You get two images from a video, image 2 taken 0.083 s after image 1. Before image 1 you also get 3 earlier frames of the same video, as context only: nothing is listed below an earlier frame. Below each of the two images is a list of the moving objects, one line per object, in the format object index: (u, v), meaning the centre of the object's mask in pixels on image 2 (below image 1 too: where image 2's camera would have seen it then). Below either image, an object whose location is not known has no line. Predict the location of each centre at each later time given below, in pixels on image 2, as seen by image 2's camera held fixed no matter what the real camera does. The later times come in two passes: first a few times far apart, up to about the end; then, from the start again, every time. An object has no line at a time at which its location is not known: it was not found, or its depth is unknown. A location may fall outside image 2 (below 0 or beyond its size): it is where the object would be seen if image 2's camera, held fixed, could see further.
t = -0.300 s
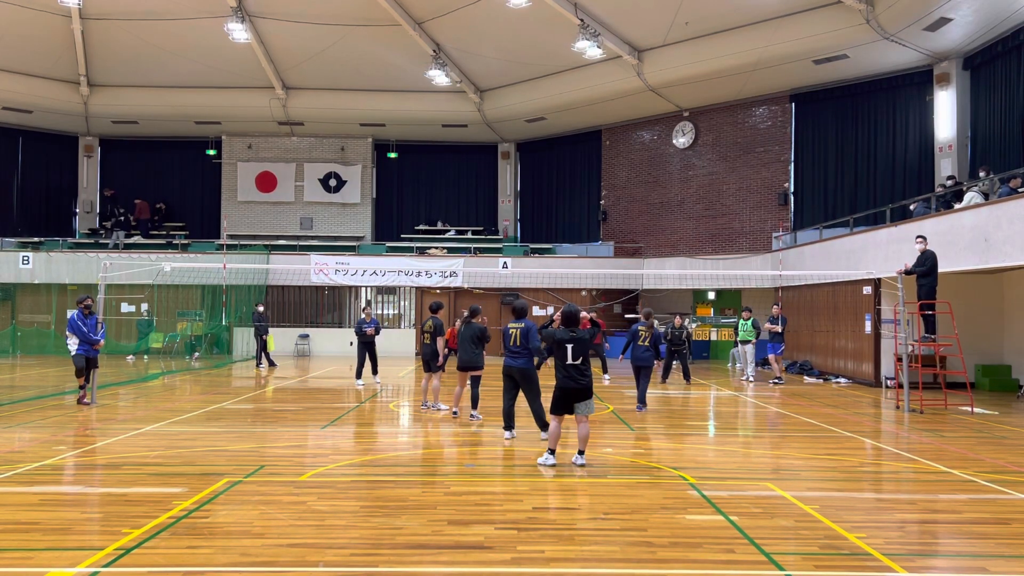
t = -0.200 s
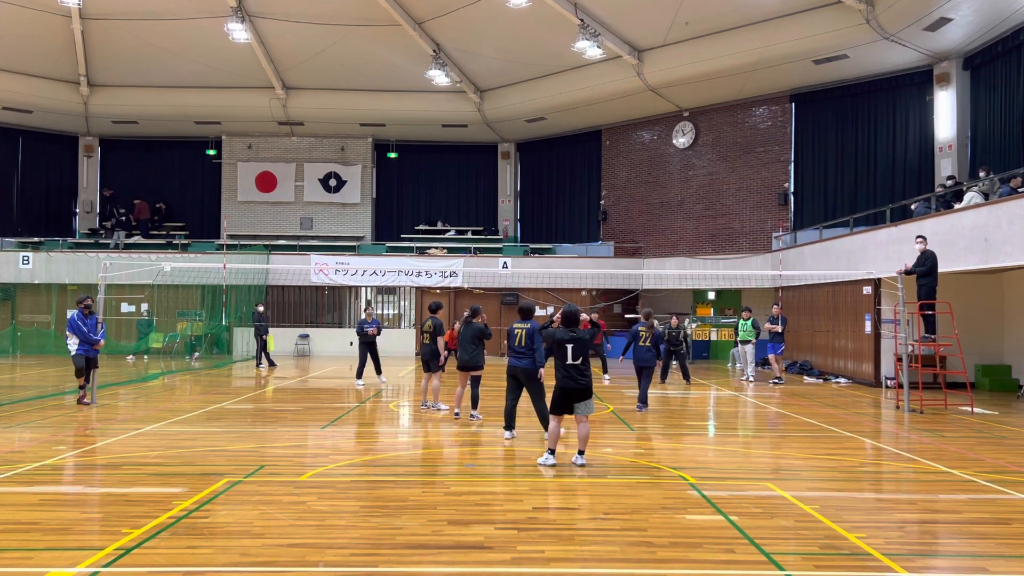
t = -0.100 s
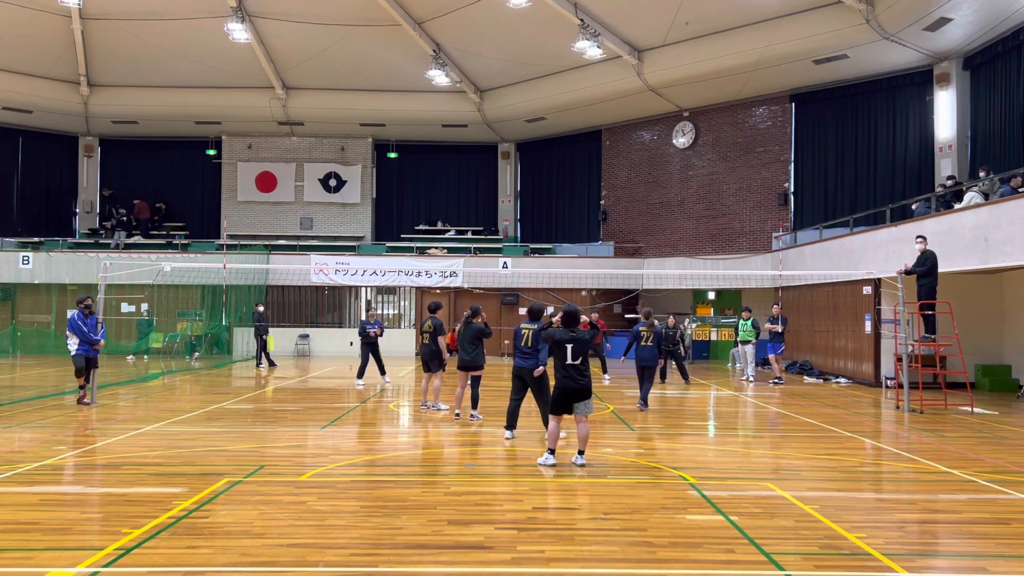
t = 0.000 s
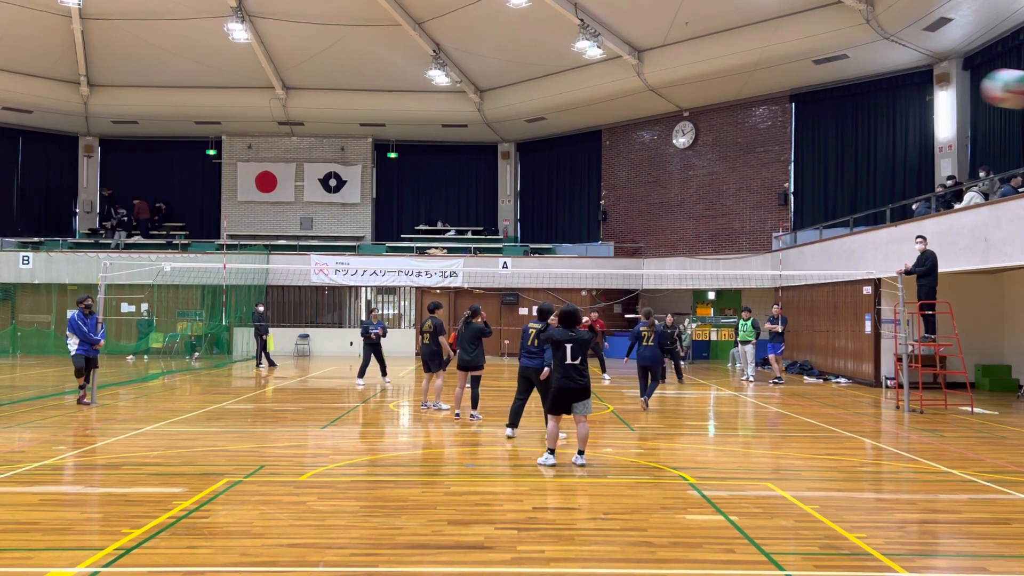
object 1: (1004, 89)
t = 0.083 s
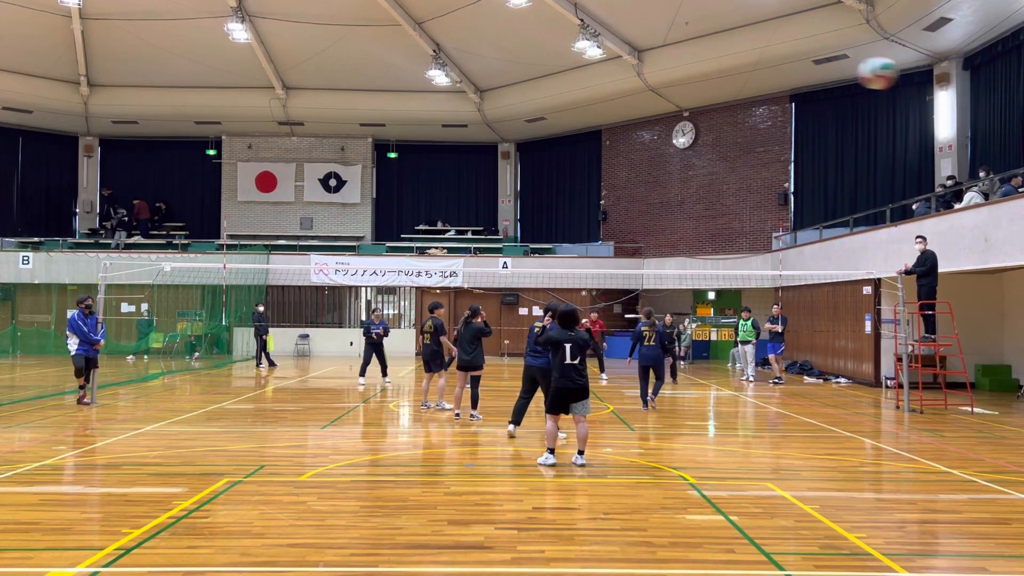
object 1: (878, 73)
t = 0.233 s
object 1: (731, 69)
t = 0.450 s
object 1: (609, 98)
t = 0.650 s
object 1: (540, 138)
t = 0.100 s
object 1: (857, 71)
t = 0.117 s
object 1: (837, 69)
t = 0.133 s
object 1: (819, 68)
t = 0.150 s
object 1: (802, 68)
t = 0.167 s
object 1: (786, 67)
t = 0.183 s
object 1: (771, 67)
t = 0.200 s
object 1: (757, 67)
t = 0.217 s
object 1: (744, 68)
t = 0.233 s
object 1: (731, 69)
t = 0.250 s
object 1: (719, 70)
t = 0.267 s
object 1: (708, 71)
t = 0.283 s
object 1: (697, 73)
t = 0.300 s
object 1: (686, 74)
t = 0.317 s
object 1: (676, 77)
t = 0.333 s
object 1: (667, 79)
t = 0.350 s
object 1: (658, 81)
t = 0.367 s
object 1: (649, 83)
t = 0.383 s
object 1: (640, 86)
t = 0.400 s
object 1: (631, 89)
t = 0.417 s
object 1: (623, 92)
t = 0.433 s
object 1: (616, 94)
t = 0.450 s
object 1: (609, 98)
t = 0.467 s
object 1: (602, 101)
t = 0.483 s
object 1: (595, 104)
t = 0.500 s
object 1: (588, 107)
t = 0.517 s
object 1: (582, 110)
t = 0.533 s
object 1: (576, 113)
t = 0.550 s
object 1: (571, 117)
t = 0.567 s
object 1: (565, 120)
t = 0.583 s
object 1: (560, 124)
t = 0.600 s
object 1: (554, 127)
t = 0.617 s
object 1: (550, 131)
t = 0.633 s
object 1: (545, 134)
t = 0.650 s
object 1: (540, 138)
